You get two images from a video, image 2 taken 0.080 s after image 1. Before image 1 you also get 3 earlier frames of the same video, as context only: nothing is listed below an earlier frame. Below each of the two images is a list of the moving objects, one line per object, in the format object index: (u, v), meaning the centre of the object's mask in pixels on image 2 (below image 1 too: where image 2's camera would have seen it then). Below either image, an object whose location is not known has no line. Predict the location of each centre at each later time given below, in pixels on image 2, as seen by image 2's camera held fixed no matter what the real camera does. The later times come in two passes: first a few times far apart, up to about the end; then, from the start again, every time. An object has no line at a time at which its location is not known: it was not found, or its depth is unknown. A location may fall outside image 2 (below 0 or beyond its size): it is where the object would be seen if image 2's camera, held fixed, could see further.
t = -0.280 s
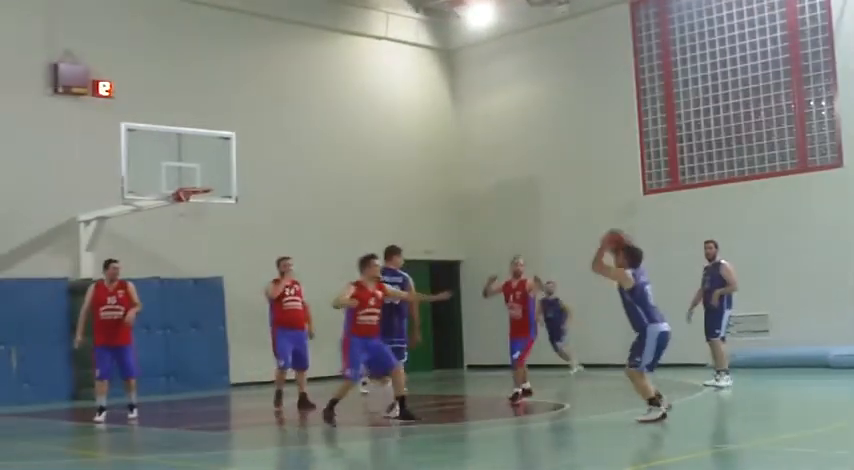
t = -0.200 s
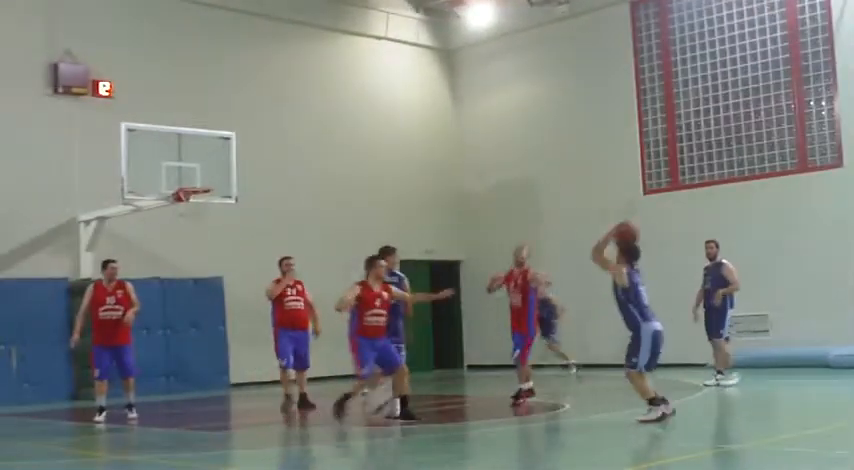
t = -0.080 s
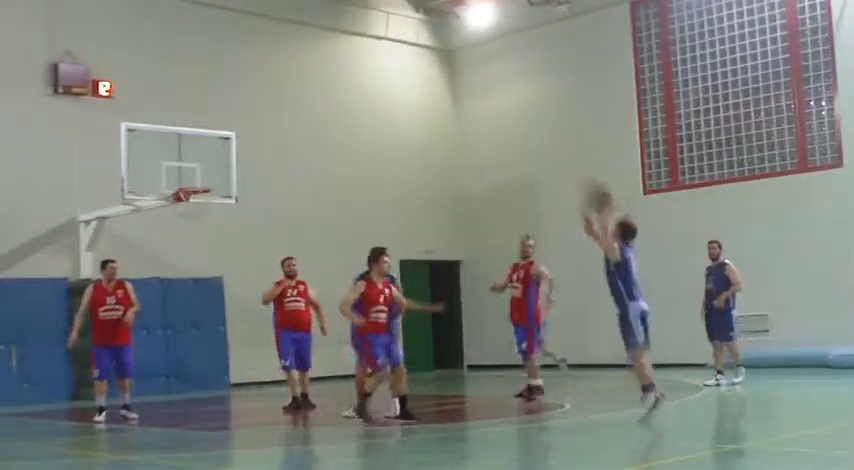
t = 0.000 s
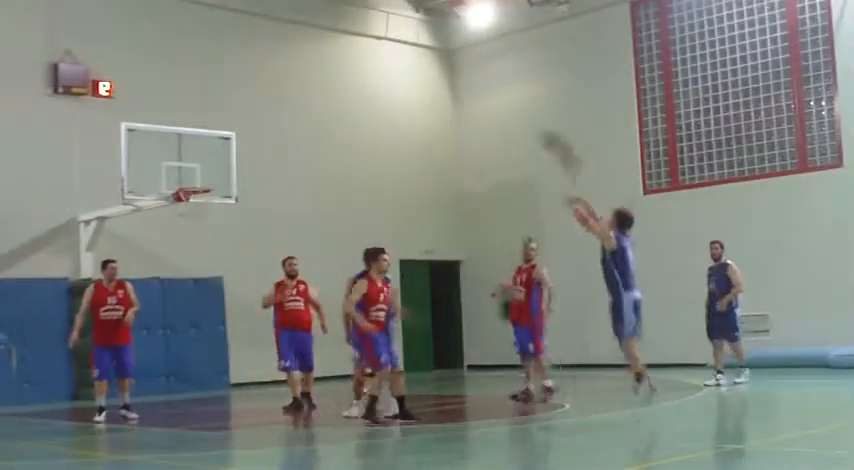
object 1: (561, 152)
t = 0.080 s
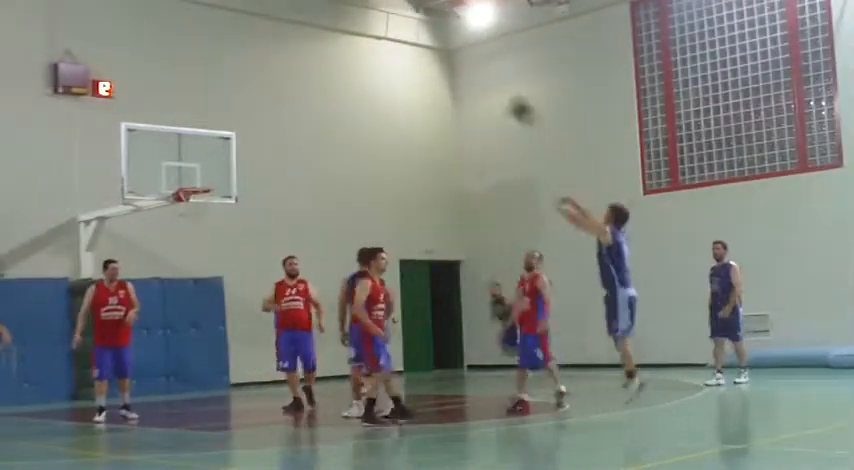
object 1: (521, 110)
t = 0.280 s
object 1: (436, 50)
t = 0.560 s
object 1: (346, 32)
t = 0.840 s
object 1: (270, 74)
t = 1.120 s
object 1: (209, 160)
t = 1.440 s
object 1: (190, 228)
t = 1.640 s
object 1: (195, 272)
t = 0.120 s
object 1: (506, 96)
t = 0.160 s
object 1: (486, 81)
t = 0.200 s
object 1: (472, 71)
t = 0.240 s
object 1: (450, 58)
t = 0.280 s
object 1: (436, 50)
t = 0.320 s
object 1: (423, 44)
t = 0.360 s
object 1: (410, 38)
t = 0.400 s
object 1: (395, 34)
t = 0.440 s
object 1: (381, 31)
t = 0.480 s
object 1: (370, 30)
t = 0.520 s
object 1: (358, 30)
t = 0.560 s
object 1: (346, 32)
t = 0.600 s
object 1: (333, 35)
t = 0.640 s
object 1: (323, 38)
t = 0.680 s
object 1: (311, 43)
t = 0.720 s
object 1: (301, 49)
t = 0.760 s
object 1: (291, 56)
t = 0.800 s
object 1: (280, 64)
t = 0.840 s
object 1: (270, 74)
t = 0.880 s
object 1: (260, 84)
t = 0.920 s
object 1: (252, 94)
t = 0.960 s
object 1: (244, 105)
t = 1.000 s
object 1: (234, 118)
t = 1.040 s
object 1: (226, 131)
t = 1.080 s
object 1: (217, 147)
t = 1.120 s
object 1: (209, 160)
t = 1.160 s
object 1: (202, 176)
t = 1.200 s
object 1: (194, 193)
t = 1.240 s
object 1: (189, 208)
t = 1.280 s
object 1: (187, 210)
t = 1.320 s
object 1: (187, 212)
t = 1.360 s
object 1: (189, 216)
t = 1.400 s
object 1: (189, 221)
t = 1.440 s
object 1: (190, 228)
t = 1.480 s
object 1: (191, 235)
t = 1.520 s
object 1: (192, 244)
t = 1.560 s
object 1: (193, 252)
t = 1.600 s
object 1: (194, 264)
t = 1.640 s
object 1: (195, 272)
